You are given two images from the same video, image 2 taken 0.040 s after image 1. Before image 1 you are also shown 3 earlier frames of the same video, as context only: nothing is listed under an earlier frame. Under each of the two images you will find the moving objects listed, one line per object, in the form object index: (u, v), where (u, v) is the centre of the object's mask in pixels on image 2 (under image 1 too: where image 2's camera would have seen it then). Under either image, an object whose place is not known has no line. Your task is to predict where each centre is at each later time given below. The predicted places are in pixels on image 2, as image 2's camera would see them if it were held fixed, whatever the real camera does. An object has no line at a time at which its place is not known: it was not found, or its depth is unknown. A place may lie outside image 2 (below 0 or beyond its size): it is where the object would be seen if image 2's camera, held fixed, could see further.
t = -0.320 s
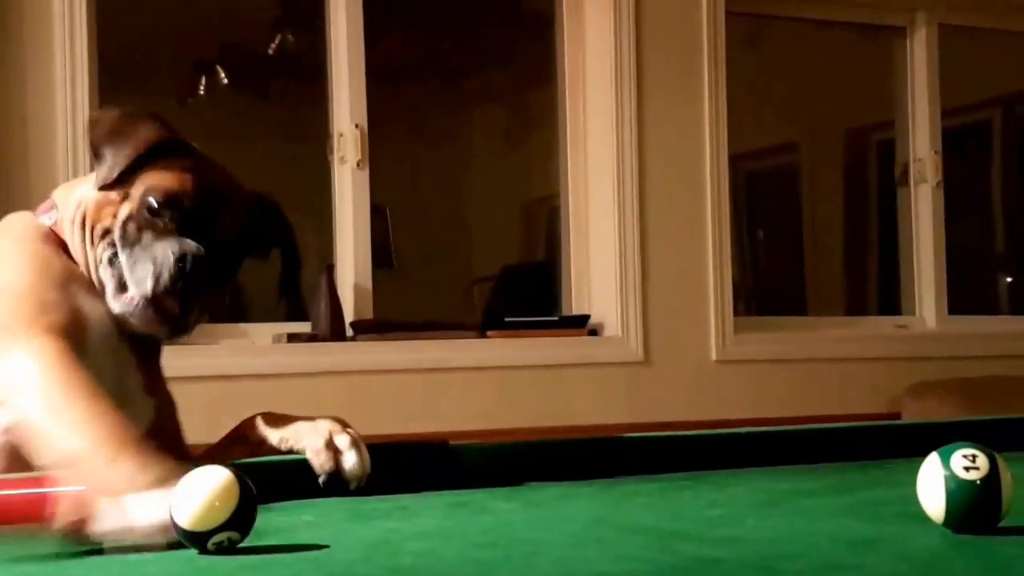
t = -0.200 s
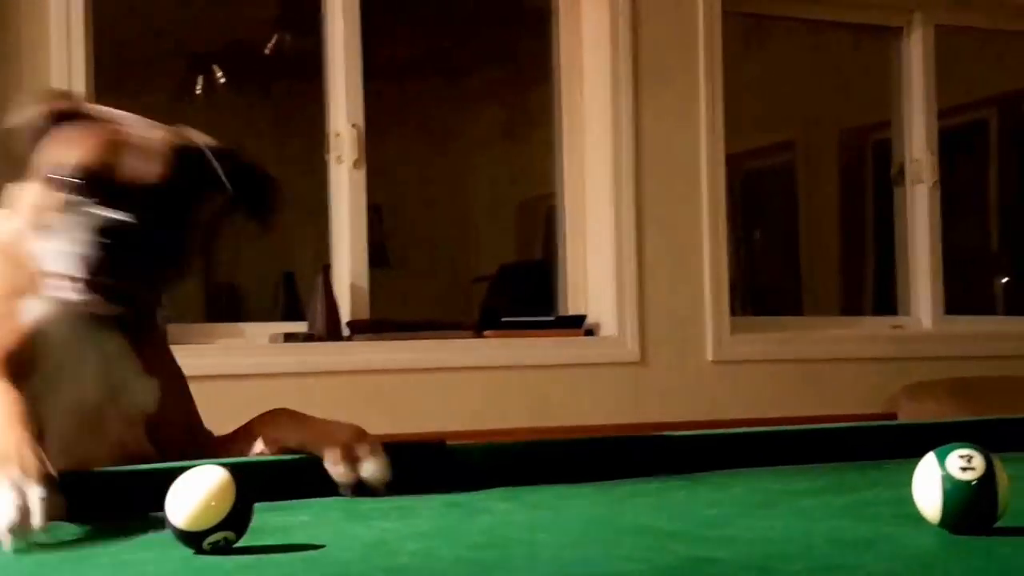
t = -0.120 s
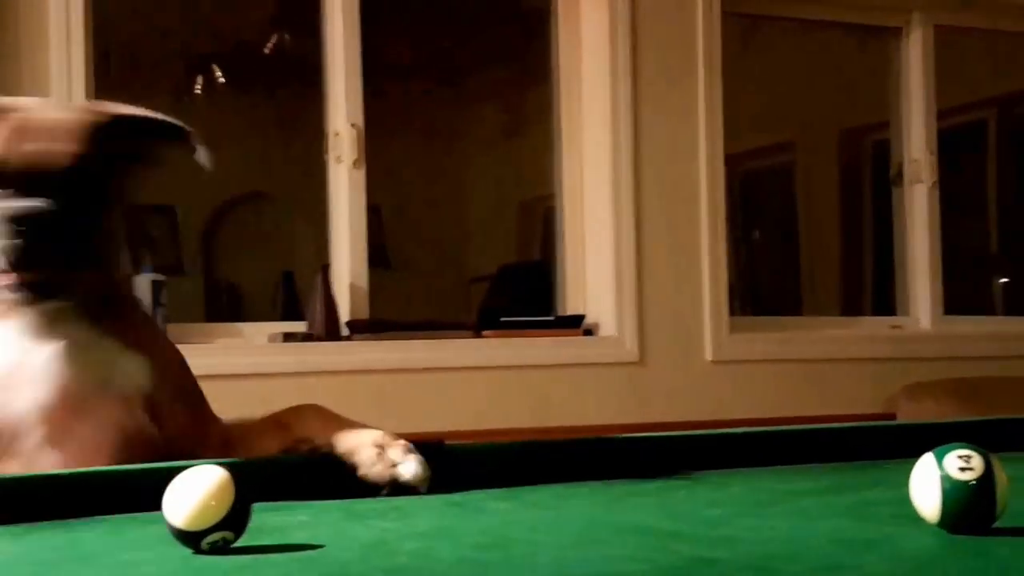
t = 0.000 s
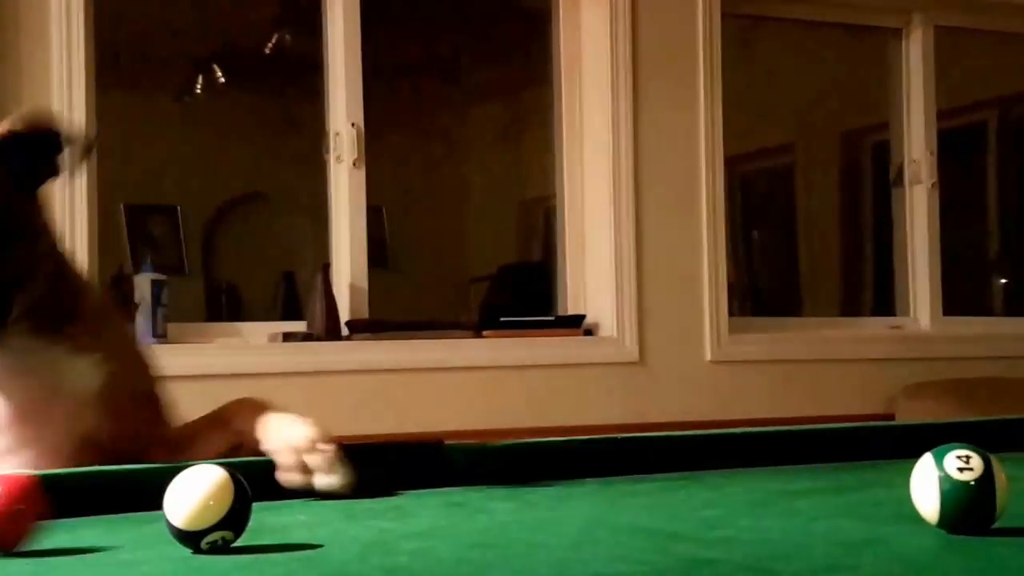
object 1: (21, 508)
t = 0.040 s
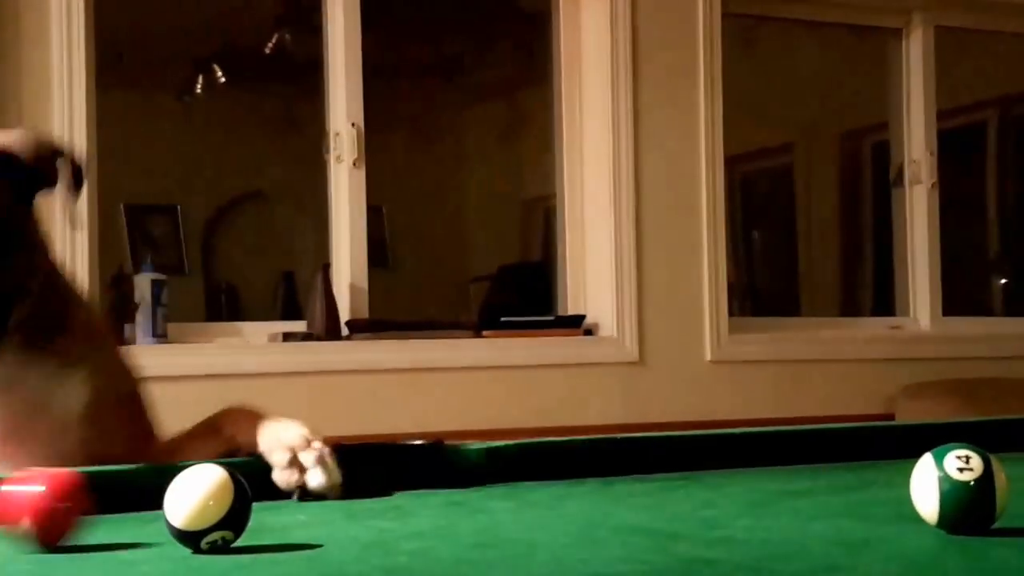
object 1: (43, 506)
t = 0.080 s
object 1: (83, 502)
